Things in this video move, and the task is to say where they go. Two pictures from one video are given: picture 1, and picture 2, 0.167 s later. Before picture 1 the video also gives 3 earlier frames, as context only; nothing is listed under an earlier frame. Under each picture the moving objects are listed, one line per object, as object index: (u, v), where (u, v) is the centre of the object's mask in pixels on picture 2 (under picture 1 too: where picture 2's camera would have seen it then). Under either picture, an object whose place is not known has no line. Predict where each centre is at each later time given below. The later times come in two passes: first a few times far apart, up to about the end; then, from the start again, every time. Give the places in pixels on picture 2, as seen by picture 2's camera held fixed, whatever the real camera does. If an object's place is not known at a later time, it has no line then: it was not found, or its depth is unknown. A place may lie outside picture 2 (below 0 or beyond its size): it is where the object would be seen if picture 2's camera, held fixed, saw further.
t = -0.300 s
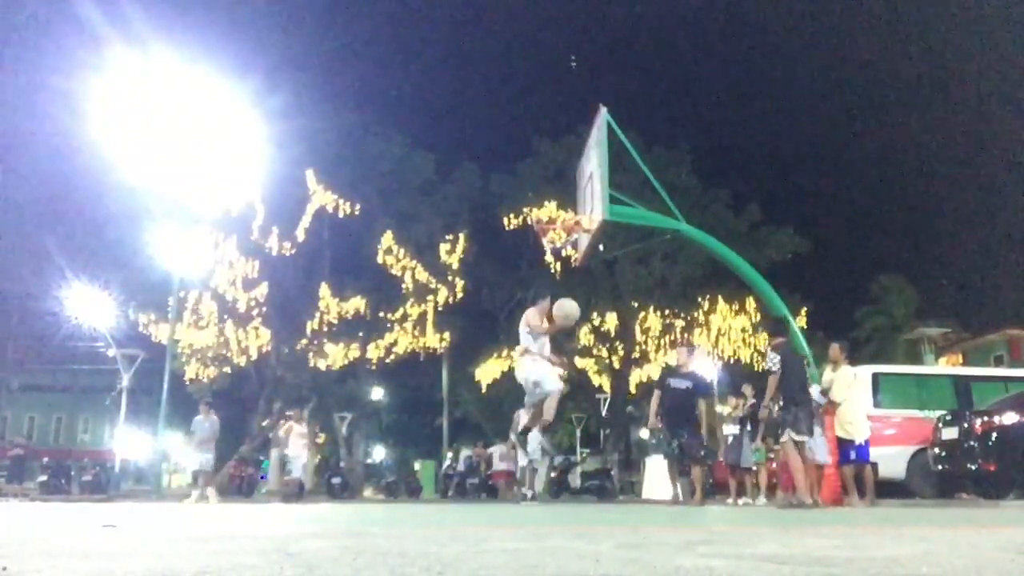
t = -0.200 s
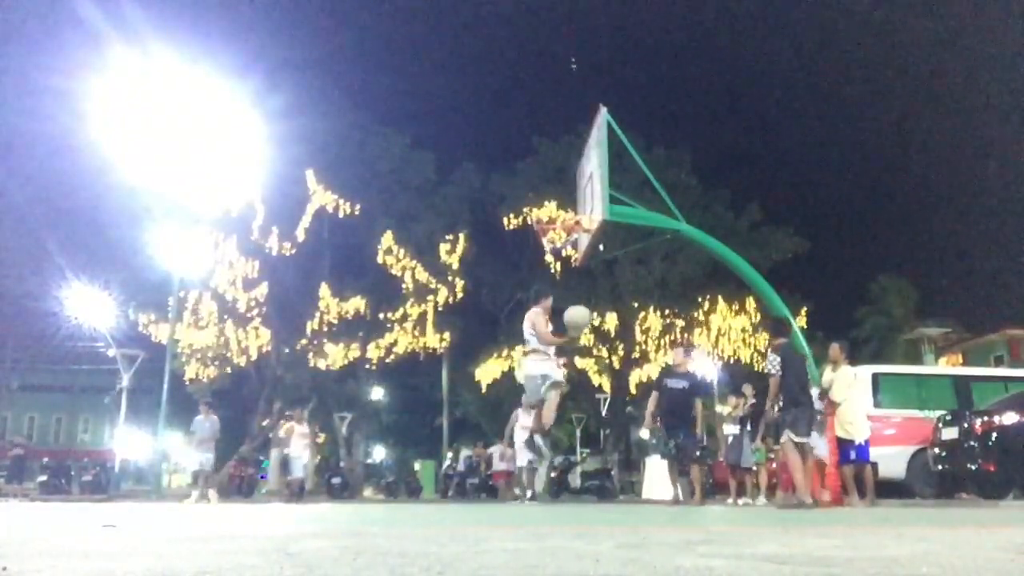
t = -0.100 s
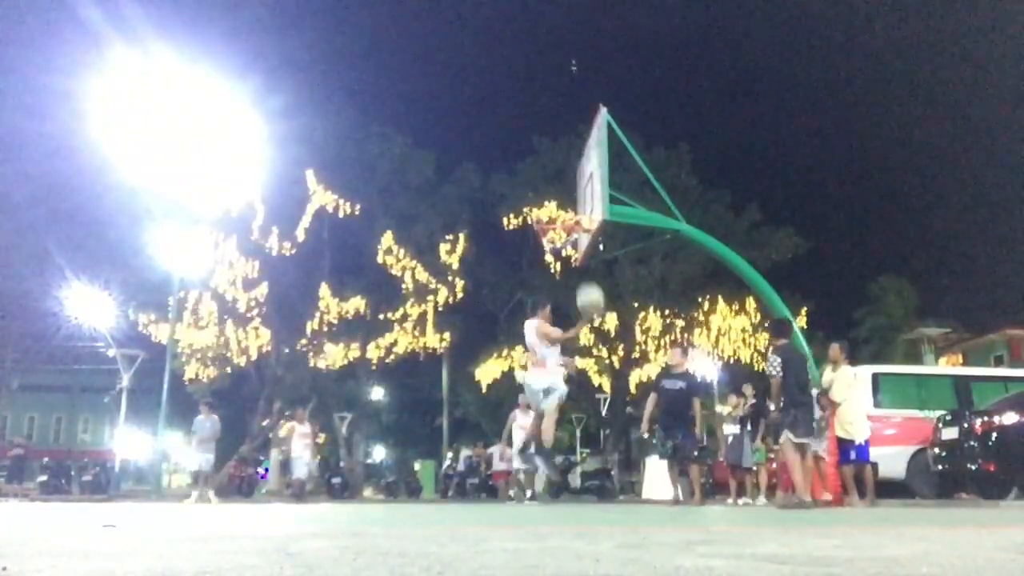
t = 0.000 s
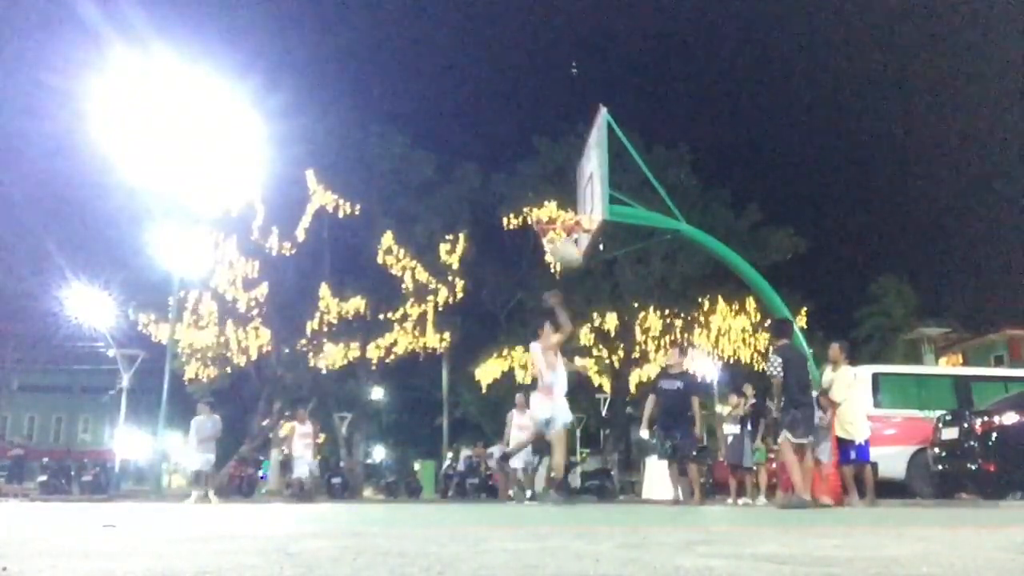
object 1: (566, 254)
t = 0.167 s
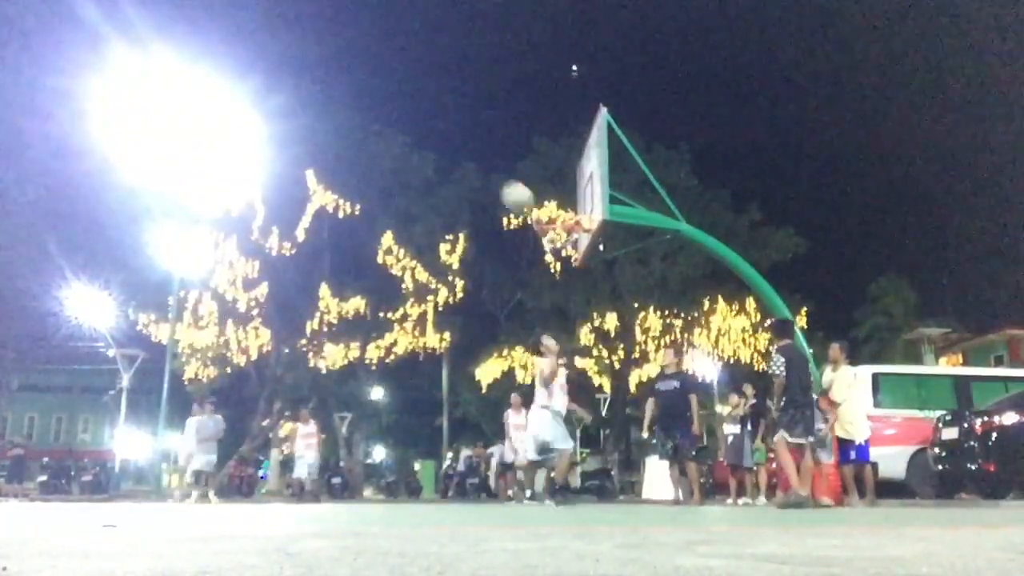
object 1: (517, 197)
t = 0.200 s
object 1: (507, 188)
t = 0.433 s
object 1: (438, 165)
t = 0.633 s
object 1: (377, 188)
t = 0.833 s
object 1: (308, 258)
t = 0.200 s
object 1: (507, 188)
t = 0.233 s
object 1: (497, 182)
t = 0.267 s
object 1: (487, 176)
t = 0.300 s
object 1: (478, 171)
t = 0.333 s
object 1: (468, 168)
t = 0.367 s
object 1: (459, 166)
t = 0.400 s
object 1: (449, 164)
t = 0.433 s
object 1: (438, 165)
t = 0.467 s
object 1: (429, 165)
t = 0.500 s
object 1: (418, 168)
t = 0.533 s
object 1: (408, 171)
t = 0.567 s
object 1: (398, 176)
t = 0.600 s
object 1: (387, 181)
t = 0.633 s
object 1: (377, 188)
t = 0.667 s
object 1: (366, 196)
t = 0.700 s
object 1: (357, 205)
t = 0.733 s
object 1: (342, 217)
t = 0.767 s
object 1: (331, 230)
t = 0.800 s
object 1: (321, 243)
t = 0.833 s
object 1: (308, 258)
